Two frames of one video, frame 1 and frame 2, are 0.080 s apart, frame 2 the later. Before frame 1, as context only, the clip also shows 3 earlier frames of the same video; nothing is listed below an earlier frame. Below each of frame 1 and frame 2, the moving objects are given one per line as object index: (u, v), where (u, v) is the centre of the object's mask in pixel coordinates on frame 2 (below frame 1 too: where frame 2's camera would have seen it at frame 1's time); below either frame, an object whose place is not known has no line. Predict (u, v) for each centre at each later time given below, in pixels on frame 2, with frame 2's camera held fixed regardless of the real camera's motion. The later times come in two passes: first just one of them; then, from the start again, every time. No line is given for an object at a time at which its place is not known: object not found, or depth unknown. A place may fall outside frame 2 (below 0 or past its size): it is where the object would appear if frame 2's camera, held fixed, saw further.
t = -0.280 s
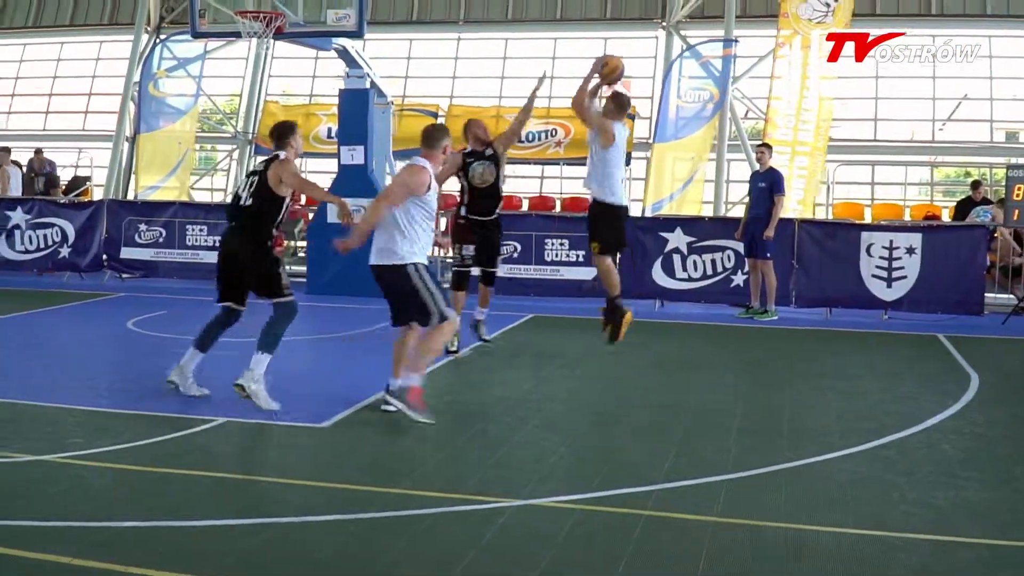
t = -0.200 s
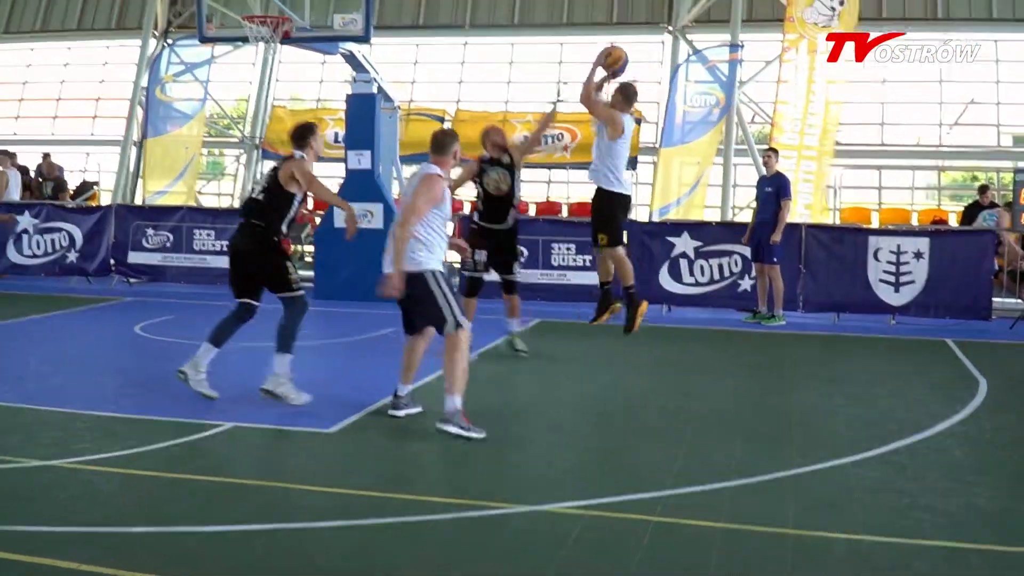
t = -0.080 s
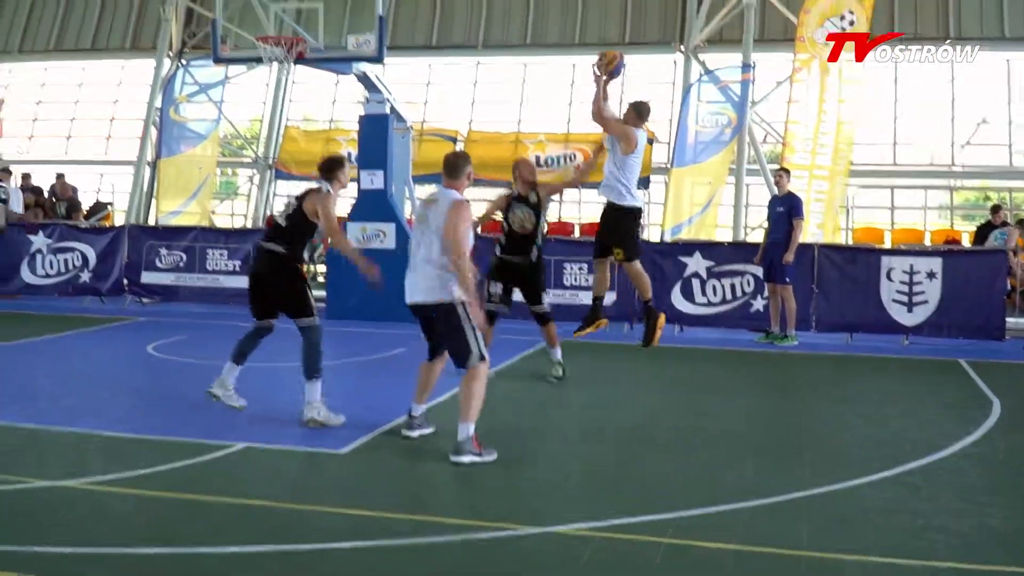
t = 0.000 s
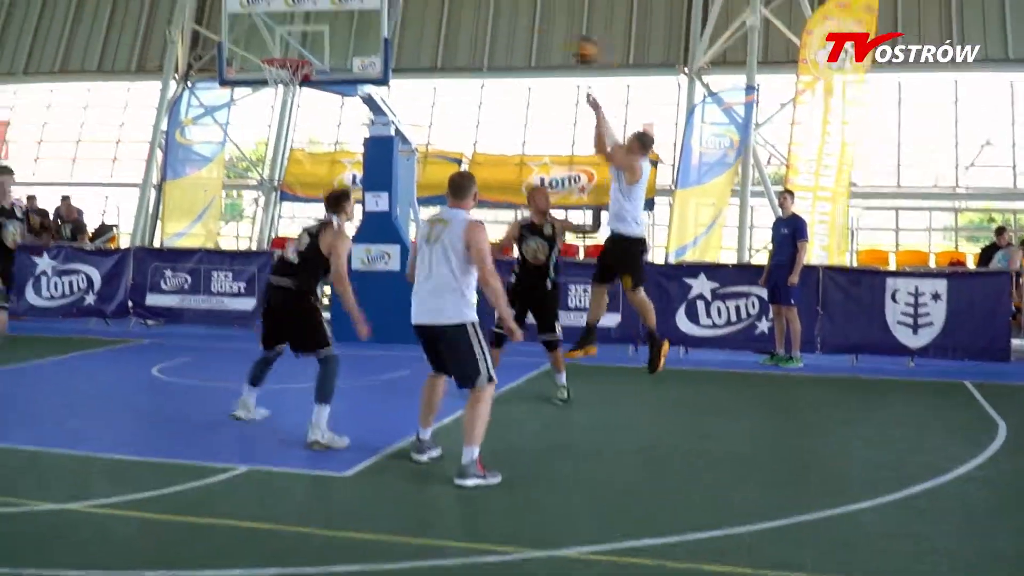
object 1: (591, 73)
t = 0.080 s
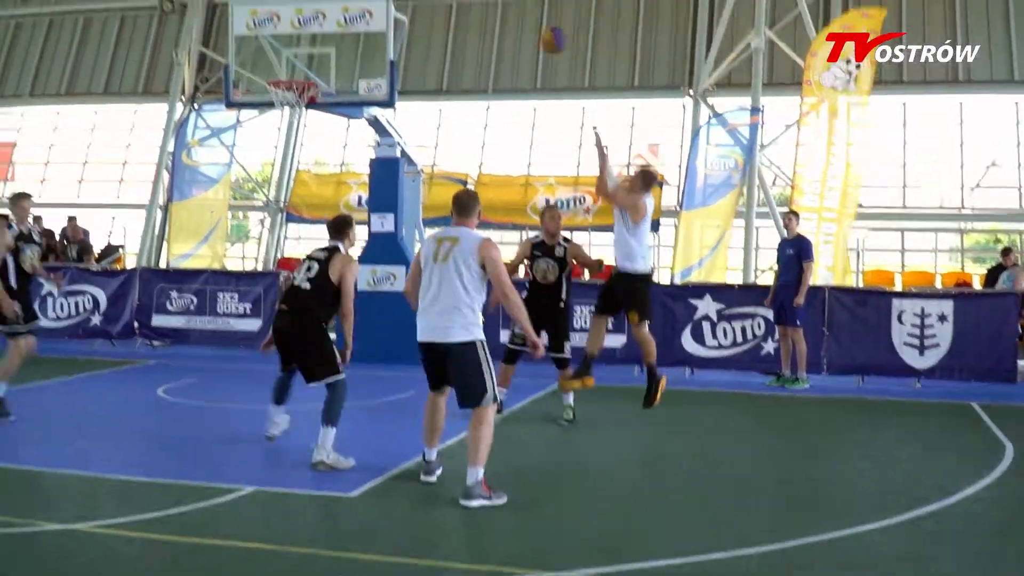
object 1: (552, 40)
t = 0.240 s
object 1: (488, 1)
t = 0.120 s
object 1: (536, 26)
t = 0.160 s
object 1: (520, 15)
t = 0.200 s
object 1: (506, 8)
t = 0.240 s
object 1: (488, 1)
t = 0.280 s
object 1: (475, -4)
